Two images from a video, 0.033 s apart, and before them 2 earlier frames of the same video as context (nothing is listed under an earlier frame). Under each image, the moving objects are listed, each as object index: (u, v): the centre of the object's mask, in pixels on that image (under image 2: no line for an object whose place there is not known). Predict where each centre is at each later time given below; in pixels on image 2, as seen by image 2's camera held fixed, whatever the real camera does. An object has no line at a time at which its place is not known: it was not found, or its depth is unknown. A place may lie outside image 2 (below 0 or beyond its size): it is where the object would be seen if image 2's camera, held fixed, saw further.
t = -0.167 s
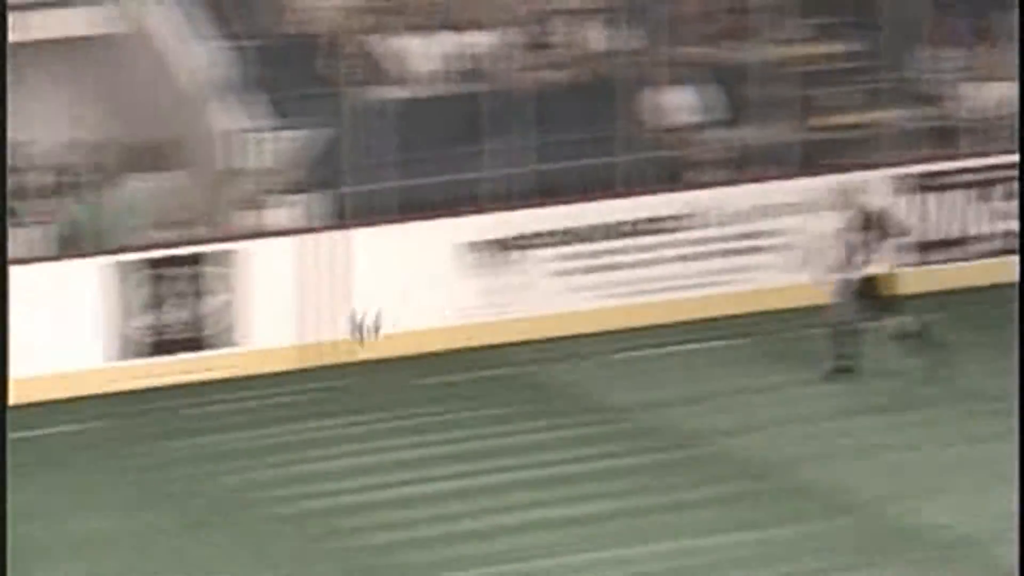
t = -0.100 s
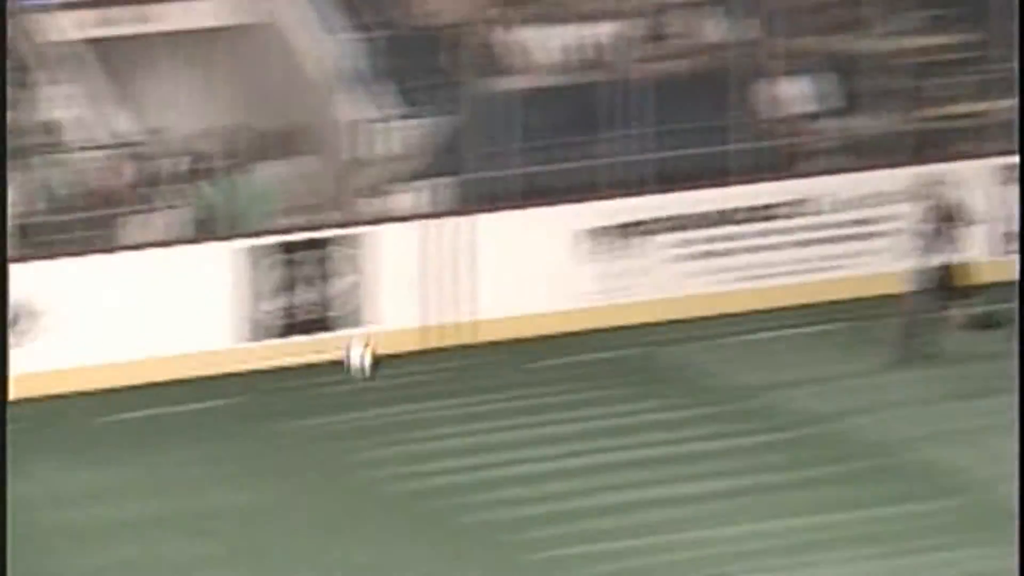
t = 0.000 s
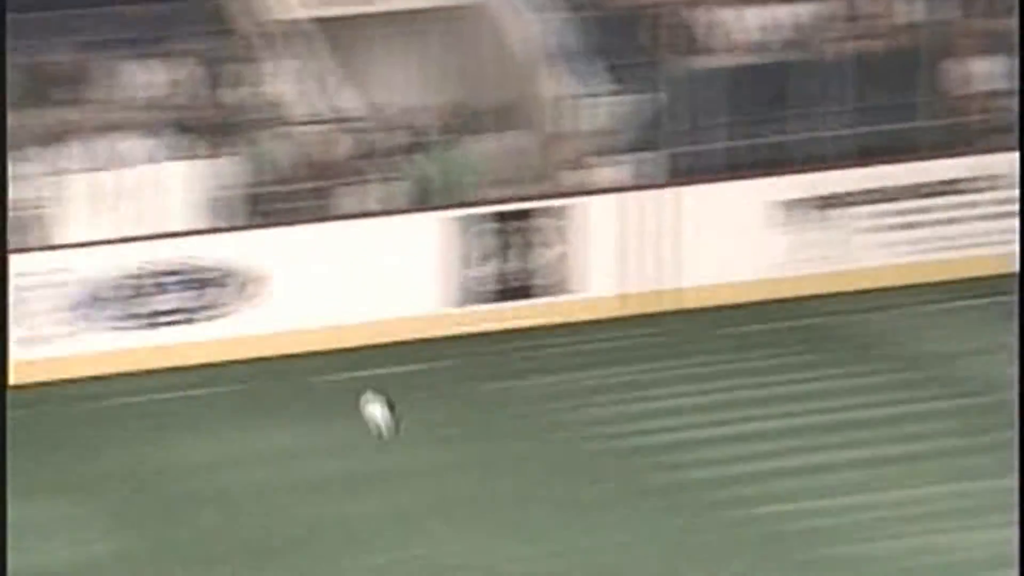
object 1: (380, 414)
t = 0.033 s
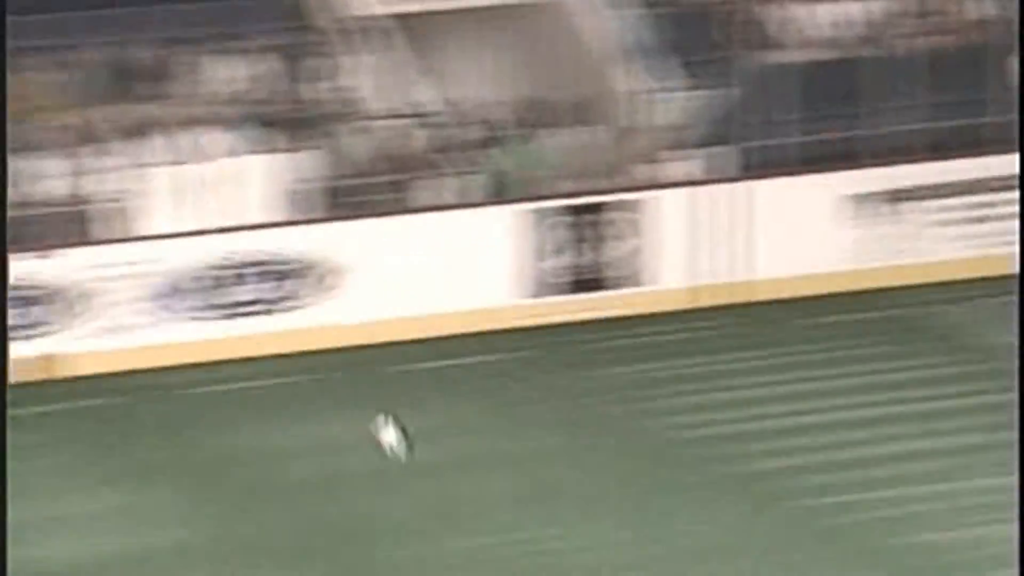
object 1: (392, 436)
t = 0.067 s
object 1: (329, 475)
